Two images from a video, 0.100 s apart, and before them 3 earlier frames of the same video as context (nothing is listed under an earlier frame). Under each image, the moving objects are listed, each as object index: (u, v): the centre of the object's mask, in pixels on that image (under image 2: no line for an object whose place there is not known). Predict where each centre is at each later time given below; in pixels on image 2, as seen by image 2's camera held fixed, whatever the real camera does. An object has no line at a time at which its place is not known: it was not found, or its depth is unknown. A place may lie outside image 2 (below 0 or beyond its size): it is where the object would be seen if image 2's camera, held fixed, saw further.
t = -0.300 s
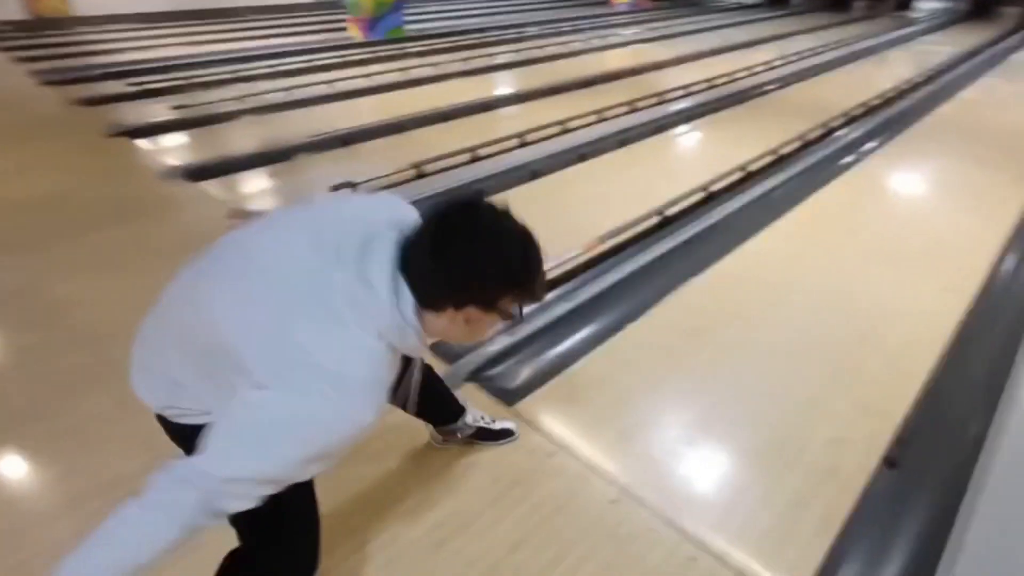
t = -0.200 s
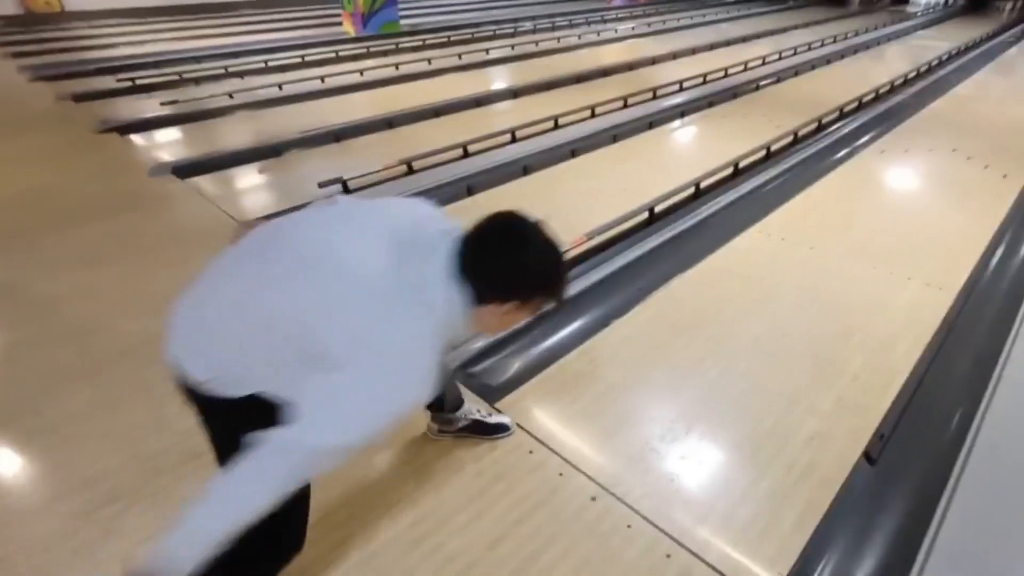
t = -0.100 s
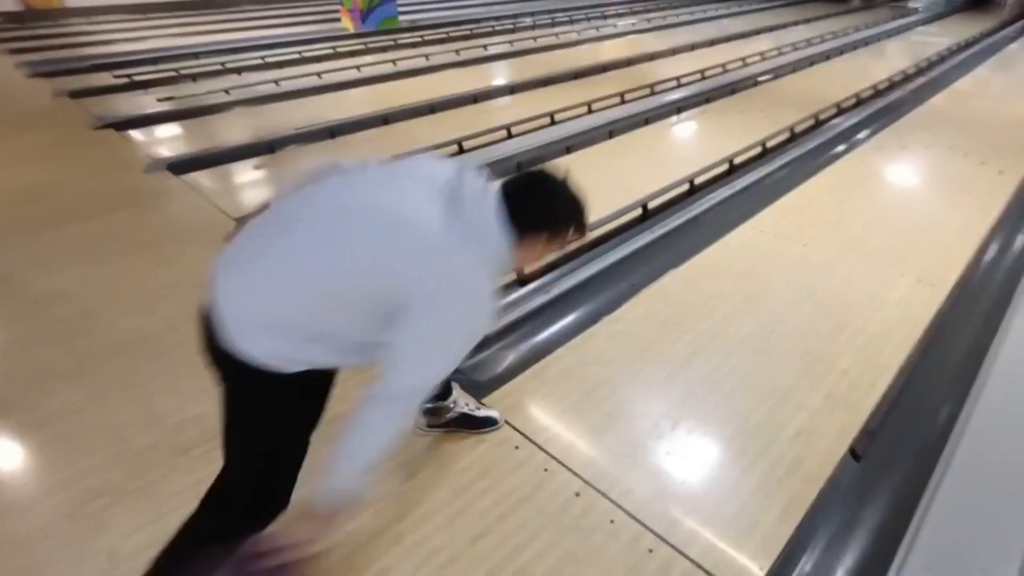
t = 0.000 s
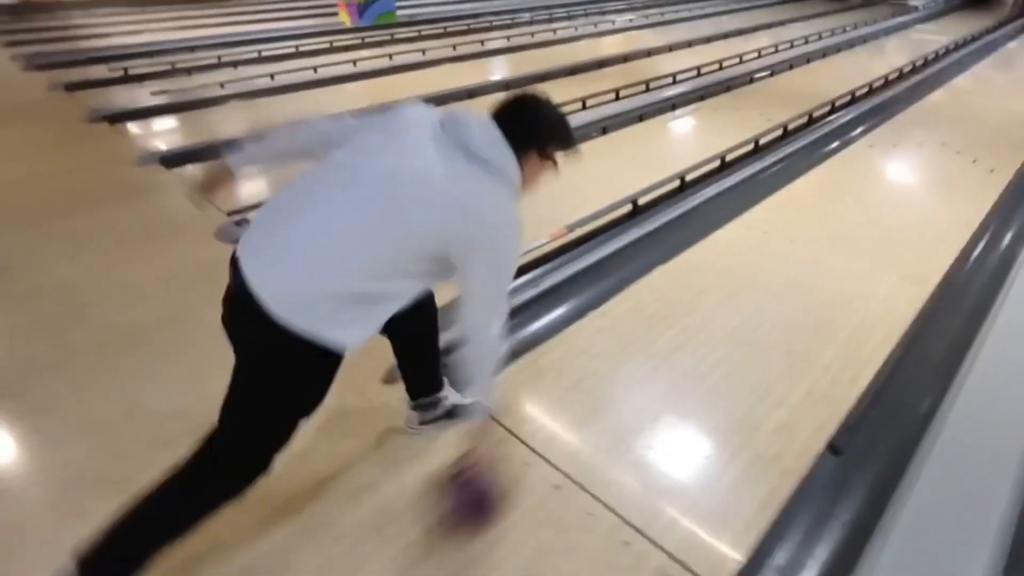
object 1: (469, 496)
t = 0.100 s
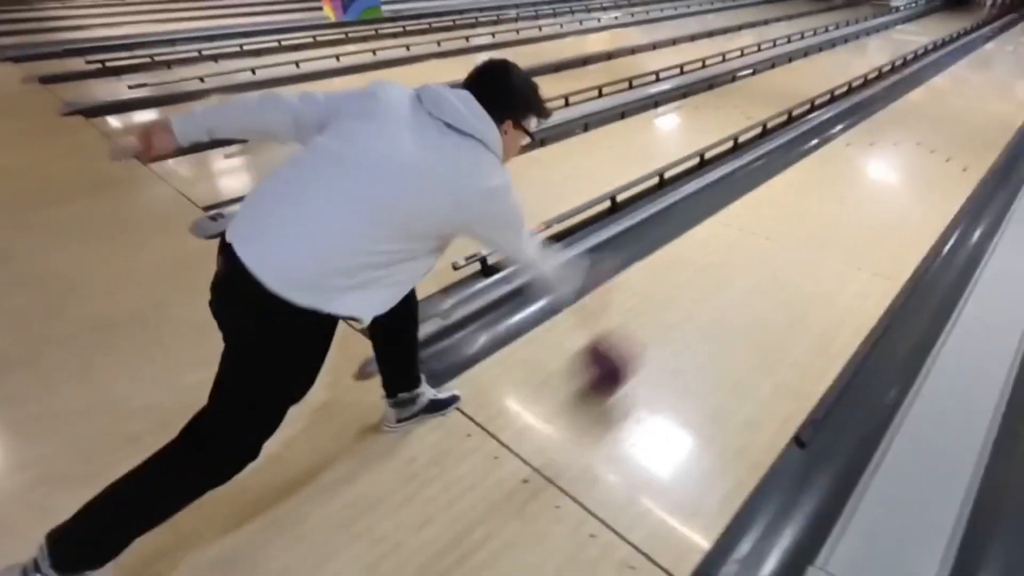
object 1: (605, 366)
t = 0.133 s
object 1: (644, 337)
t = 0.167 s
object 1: (680, 310)
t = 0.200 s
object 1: (708, 290)
